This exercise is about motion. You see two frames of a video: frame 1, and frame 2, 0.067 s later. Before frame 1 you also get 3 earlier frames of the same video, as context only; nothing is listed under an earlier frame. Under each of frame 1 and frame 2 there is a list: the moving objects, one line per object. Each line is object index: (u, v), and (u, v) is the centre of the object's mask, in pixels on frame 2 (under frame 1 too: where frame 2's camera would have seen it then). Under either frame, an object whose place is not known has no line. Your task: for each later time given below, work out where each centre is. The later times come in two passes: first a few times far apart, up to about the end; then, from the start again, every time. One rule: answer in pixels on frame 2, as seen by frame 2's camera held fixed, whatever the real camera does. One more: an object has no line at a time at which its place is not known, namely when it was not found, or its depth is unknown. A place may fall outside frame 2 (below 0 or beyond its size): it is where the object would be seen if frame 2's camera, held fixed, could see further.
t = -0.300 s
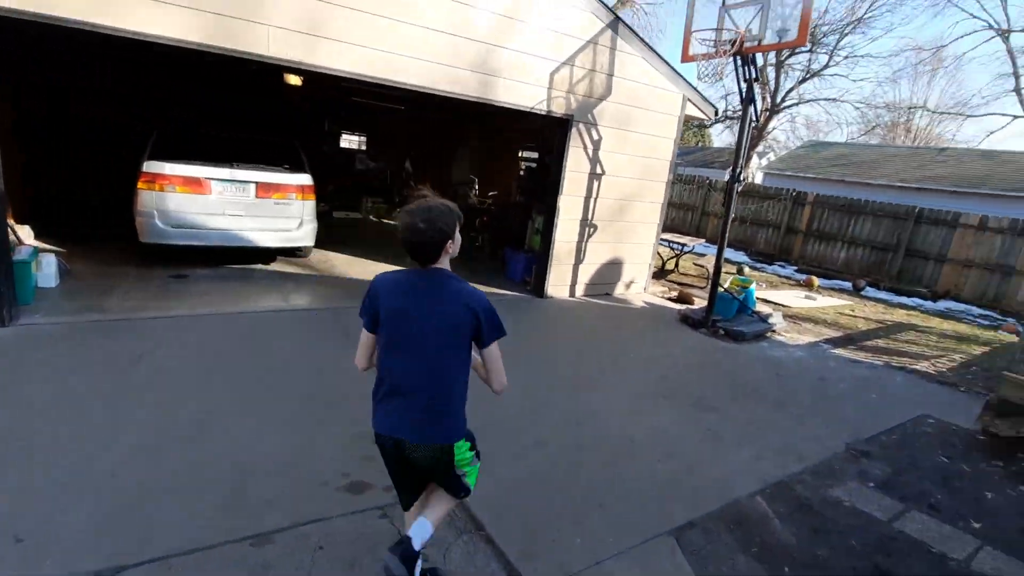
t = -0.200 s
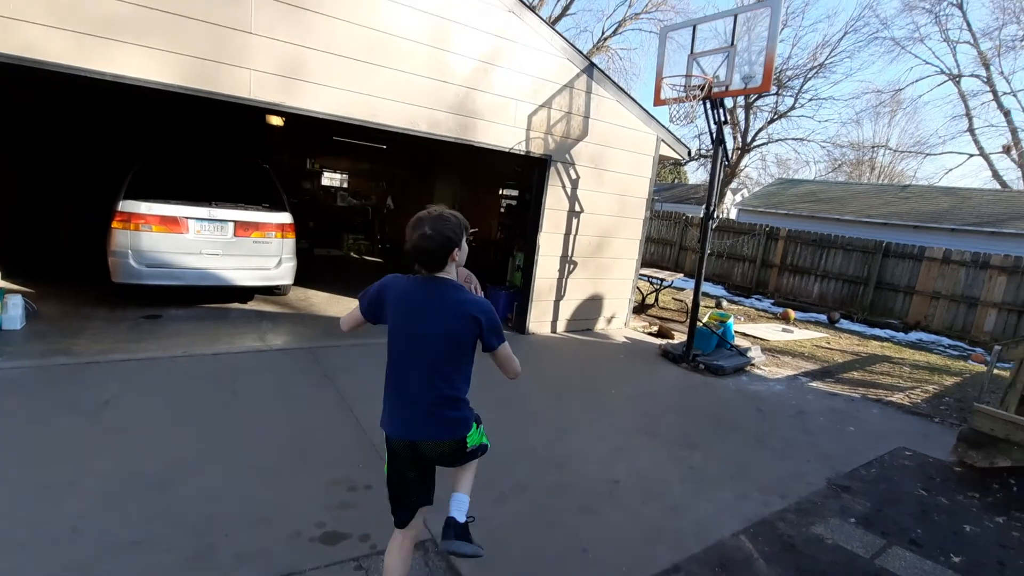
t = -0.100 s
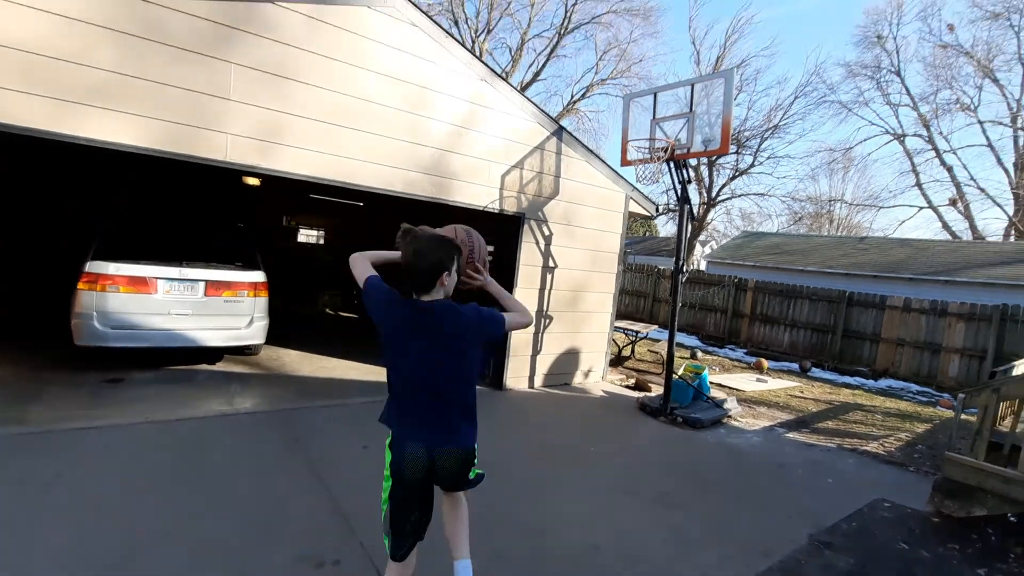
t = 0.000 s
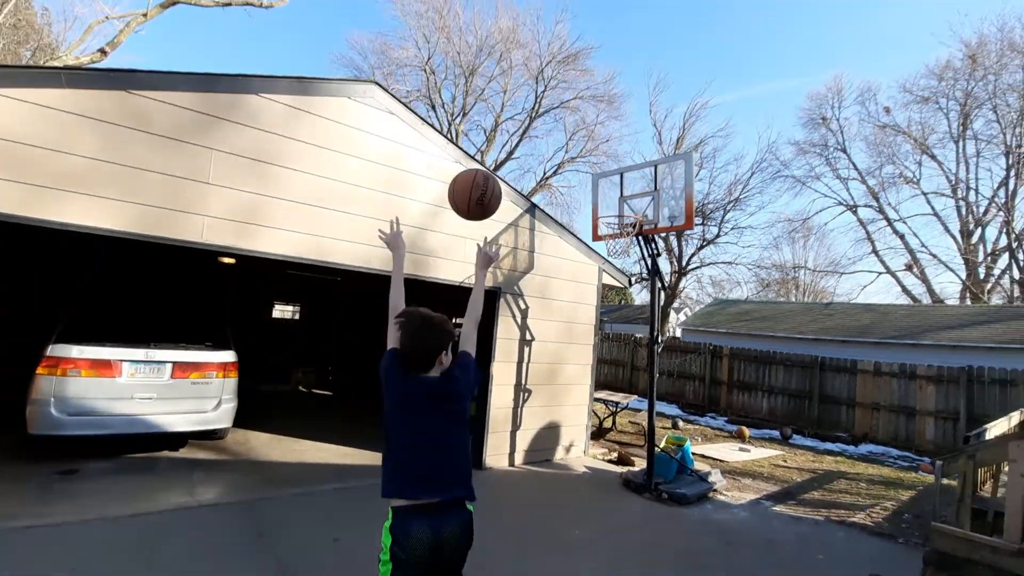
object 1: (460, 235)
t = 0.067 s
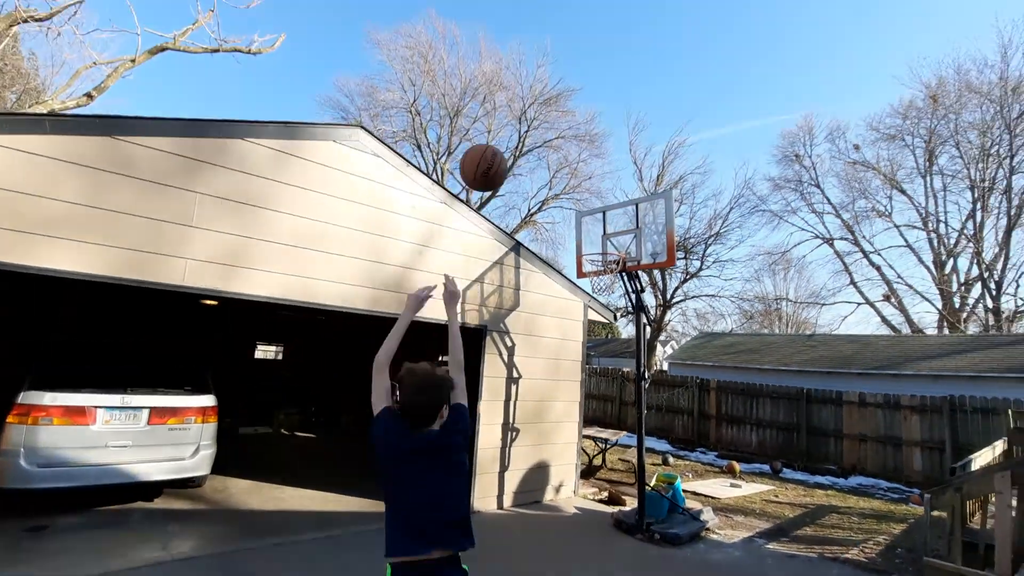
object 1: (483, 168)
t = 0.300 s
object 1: (537, 53)
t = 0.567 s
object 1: (569, 42)
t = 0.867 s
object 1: (587, 116)
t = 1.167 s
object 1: (596, 245)
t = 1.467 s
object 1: (604, 240)
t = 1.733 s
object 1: (603, 241)
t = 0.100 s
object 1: (493, 142)
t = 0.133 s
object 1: (502, 120)
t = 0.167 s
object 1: (510, 101)
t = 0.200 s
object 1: (518, 86)
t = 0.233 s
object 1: (524, 72)
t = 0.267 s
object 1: (531, 62)
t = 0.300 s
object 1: (537, 53)
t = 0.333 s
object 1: (542, 46)
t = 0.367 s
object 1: (547, 41)
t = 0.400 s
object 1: (551, 37)
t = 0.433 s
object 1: (555, 35)
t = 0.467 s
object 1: (559, 35)
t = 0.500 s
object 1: (563, 36)
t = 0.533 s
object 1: (566, 38)
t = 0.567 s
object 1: (569, 42)
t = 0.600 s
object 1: (572, 46)
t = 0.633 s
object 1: (574, 52)
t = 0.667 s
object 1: (577, 59)
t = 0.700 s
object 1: (579, 66)
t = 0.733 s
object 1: (581, 75)
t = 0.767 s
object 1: (583, 84)
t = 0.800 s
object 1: (584, 94)
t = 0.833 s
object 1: (586, 104)
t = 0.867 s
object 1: (587, 116)
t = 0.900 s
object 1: (588, 128)
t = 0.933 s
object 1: (590, 141)
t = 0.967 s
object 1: (591, 154)
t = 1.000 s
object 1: (592, 168)
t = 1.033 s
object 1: (593, 183)
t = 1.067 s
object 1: (594, 198)
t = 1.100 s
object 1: (595, 214)
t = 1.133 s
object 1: (596, 231)
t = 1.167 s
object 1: (596, 245)
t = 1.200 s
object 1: (599, 248)
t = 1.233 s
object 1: (600, 251)
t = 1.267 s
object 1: (602, 256)
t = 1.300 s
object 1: (603, 253)
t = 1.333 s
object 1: (602, 248)
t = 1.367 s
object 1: (604, 248)
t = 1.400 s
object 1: (604, 247)
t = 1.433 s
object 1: (604, 243)
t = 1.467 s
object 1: (604, 240)
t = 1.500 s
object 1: (604, 237)
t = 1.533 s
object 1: (604, 236)
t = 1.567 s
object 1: (604, 236)
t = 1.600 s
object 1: (603, 236)
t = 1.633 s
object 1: (603, 237)
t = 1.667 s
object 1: (603, 240)
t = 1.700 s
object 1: (603, 242)
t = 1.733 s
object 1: (603, 241)
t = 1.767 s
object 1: (603, 241)
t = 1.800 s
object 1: (602, 241)
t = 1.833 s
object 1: (602, 241)
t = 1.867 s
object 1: (602, 240)
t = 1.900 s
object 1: (602, 241)
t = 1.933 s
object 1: (602, 242)
